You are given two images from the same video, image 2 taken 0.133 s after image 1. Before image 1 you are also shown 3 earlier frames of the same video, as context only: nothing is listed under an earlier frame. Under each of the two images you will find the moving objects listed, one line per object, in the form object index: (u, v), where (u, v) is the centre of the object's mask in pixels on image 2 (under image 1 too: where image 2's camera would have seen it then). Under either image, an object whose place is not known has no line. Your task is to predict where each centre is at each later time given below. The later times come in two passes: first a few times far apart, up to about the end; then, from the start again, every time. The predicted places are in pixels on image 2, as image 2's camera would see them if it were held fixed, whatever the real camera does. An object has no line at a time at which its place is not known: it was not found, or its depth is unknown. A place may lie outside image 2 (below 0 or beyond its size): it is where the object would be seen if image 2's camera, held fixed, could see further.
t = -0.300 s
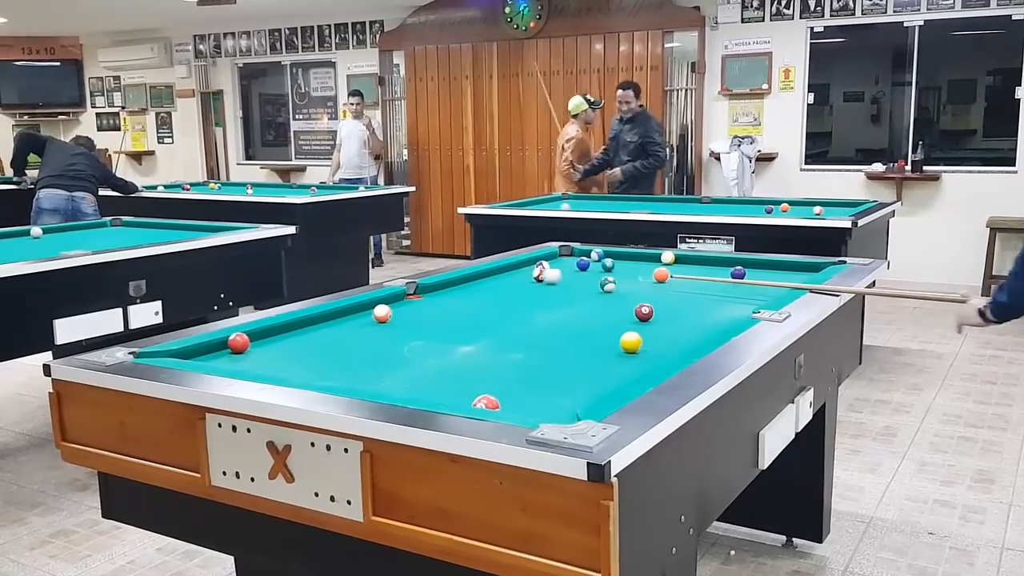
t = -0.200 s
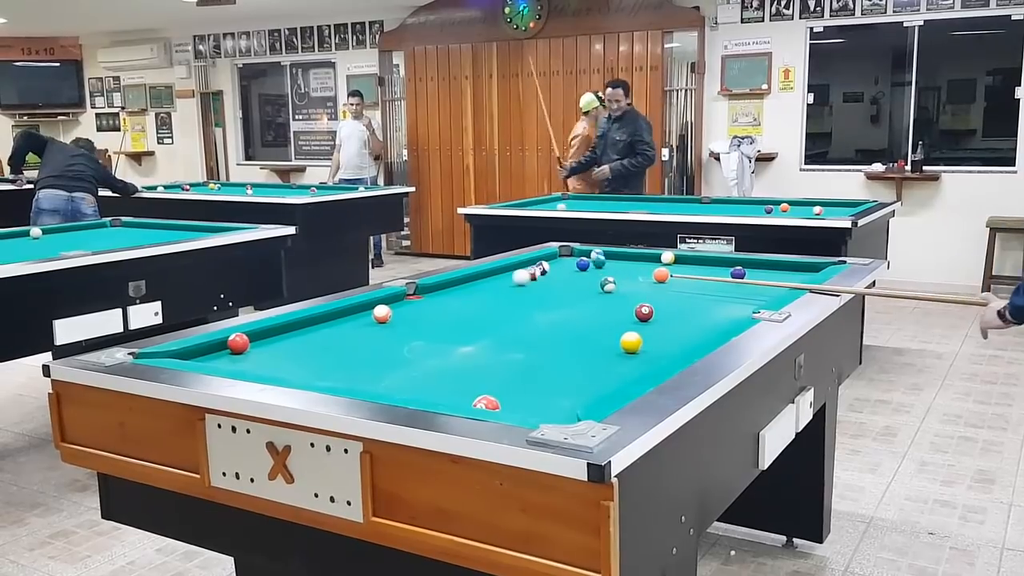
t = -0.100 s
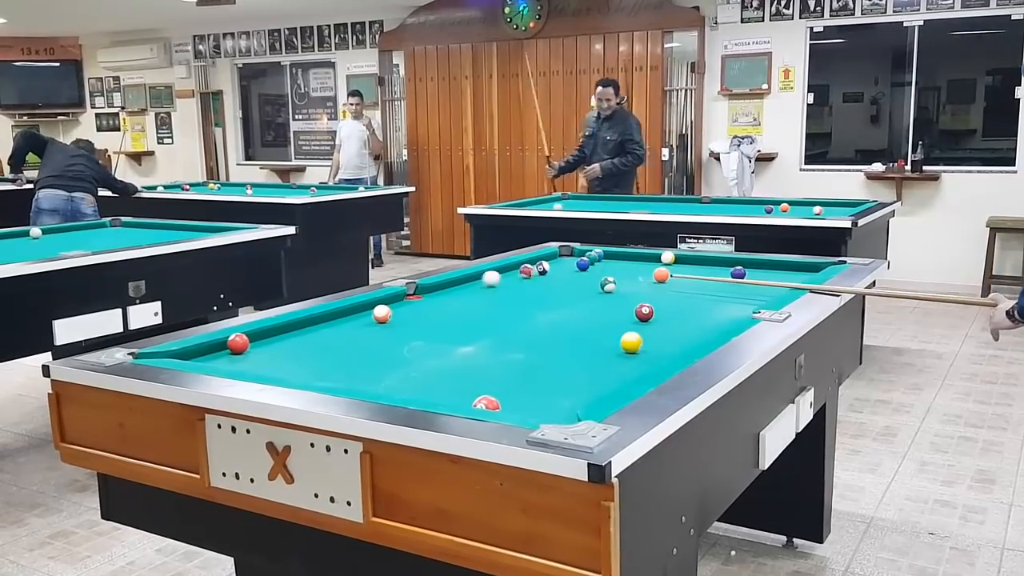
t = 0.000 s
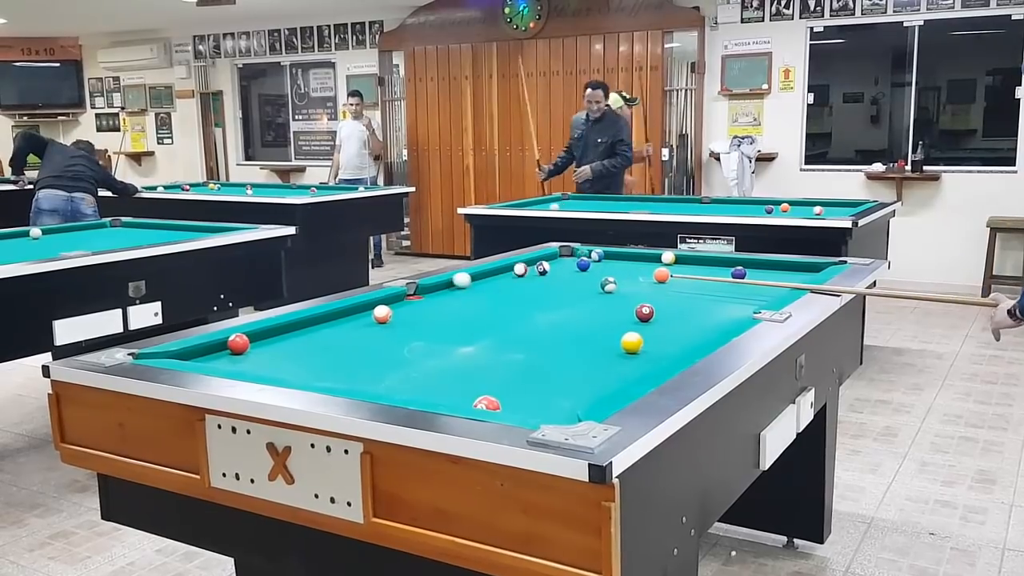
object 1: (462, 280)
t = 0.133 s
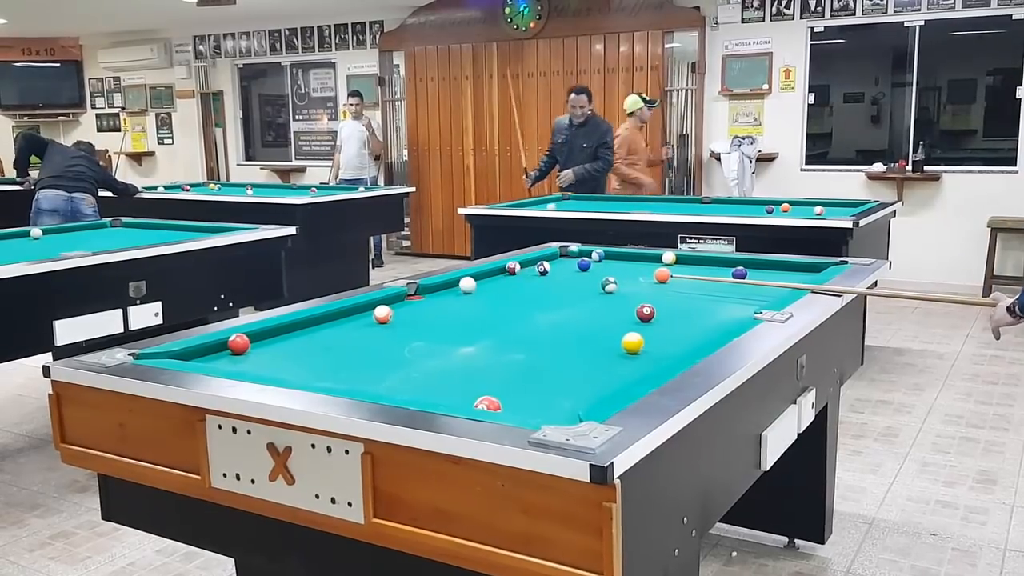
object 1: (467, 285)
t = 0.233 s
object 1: (472, 288)
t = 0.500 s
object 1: (487, 299)
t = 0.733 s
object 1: (500, 308)
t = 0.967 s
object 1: (515, 319)
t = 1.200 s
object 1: (530, 330)
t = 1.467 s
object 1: (549, 343)
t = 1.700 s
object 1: (567, 356)
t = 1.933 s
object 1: (587, 370)
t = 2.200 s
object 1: (609, 383)
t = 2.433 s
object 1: (583, 391)
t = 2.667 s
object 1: (550, 393)
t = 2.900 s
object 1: (520, 396)
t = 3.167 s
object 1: (490, 392)
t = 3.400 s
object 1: (466, 395)
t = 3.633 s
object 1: (447, 395)
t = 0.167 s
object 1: (469, 286)
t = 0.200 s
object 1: (470, 287)
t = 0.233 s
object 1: (472, 288)
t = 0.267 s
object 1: (474, 290)
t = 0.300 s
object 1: (476, 291)
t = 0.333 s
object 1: (477, 292)
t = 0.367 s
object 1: (479, 294)
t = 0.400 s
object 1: (481, 295)
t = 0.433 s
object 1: (483, 296)
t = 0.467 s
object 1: (485, 298)
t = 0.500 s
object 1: (487, 299)
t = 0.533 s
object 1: (488, 300)
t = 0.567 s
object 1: (490, 302)
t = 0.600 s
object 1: (492, 303)
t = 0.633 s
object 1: (494, 304)
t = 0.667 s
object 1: (496, 306)
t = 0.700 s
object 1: (498, 307)
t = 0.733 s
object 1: (500, 308)
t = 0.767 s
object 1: (502, 310)
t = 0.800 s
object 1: (504, 311)
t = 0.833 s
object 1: (506, 313)
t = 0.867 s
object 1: (508, 314)
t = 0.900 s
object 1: (510, 316)
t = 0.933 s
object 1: (512, 317)
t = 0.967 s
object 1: (515, 319)
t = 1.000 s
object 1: (517, 320)
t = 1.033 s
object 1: (519, 322)
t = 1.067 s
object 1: (521, 324)
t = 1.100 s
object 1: (523, 325)
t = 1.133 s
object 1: (526, 327)
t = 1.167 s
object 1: (528, 328)
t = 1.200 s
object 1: (530, 330)
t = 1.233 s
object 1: (532, 332)
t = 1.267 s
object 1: (535, 333)
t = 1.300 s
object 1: (537, 335)
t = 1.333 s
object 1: (539, 337)
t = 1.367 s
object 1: (542, 338)
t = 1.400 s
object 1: (544, 340)
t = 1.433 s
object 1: (547, 341)
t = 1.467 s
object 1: (549, 343)
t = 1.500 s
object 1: (552, 345)
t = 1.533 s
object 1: (554, 347)
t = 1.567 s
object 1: (557, 349)
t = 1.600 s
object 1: (559, 351)
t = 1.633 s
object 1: (562, 353)
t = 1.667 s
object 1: (565, 354)
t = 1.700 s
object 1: (567, 356)
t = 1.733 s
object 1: (570, 358)
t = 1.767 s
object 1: (573, 360)
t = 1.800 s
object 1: (575, 362)
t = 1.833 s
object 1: (578, 364)
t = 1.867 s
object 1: (581, 366)
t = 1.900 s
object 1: (584, 368)
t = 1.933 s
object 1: (587, 370)
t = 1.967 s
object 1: (590, 372)
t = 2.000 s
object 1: (592, 374)
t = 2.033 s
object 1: (595, 376)
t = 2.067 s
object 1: (598, 378)
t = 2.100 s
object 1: (601, 380)
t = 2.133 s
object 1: (604, 382)
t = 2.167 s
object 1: (607, 383)
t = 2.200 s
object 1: (609, 383)
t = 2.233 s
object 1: (611, 384)
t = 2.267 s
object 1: (606, 385)
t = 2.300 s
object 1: (602, 386)
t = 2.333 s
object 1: (597, 388)
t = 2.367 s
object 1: (592, 389)
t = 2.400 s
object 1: (587, 390)
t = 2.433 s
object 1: (583, 391)
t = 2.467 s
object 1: (578, 391)
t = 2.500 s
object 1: (573, 392)
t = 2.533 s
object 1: (568, 392)
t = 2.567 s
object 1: (564, 392)
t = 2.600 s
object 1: (559, 392)
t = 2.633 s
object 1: (554, 393)
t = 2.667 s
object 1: (550, 393)
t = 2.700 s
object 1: (546, 394)
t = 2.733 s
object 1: (541, 394)
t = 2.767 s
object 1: (537, 394)
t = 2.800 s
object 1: (533, 395)
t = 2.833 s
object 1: (528, 395)
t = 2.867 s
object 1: (524, 395)
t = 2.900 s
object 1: (520, 396)
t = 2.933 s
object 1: (516, 396)
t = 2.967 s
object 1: (512, 396)
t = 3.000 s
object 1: (509, 396)
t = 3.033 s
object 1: (506, 396)
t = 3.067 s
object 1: (503, 395)
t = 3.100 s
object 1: (499, 394)
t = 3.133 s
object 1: (495, 393)
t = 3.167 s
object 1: (490, 392)
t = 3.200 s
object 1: (485, 392)
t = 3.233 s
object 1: (481, 393)
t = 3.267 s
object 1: (477, 394)
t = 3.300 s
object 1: (474, 394)
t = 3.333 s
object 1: (471, 394)
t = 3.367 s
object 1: (469, 395)
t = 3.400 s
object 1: (466, 395)
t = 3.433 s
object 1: (464, 395)
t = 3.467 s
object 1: (461, 395)
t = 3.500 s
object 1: (458, 395)
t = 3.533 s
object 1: (455, 395)
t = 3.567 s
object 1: (452, 395)
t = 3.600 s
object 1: (449, 395)
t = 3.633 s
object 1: (447, 395)
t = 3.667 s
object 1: (444, 395)
